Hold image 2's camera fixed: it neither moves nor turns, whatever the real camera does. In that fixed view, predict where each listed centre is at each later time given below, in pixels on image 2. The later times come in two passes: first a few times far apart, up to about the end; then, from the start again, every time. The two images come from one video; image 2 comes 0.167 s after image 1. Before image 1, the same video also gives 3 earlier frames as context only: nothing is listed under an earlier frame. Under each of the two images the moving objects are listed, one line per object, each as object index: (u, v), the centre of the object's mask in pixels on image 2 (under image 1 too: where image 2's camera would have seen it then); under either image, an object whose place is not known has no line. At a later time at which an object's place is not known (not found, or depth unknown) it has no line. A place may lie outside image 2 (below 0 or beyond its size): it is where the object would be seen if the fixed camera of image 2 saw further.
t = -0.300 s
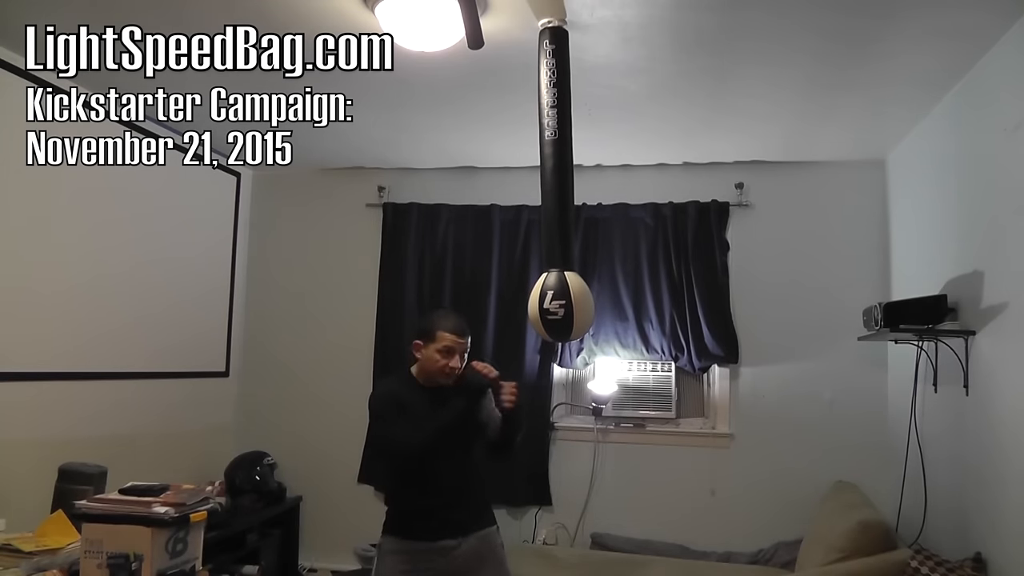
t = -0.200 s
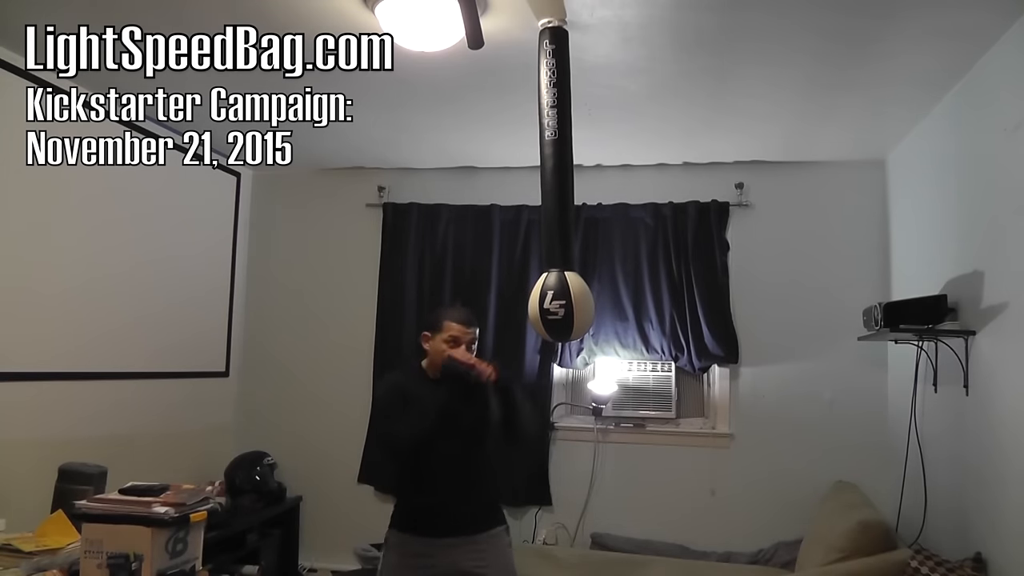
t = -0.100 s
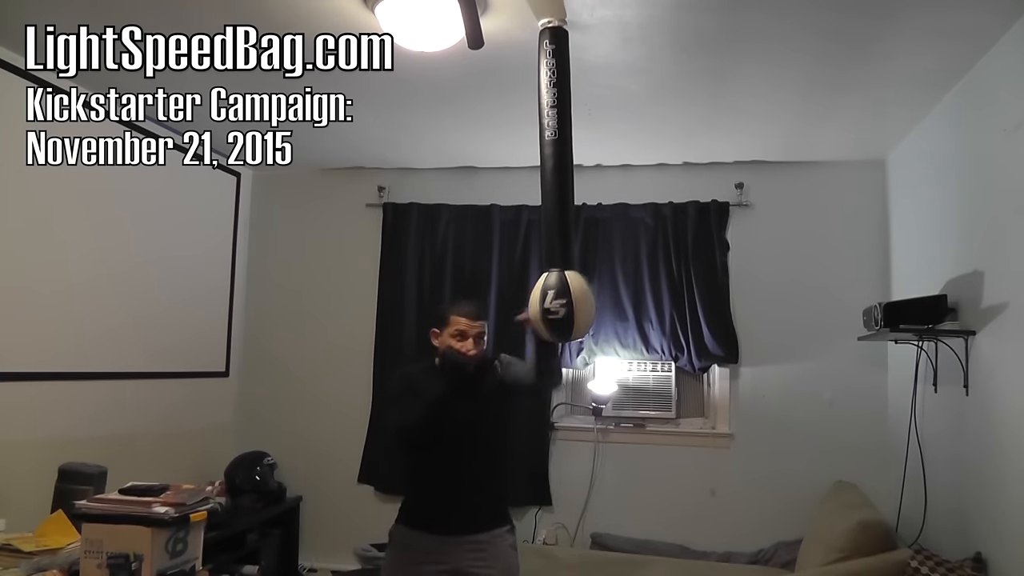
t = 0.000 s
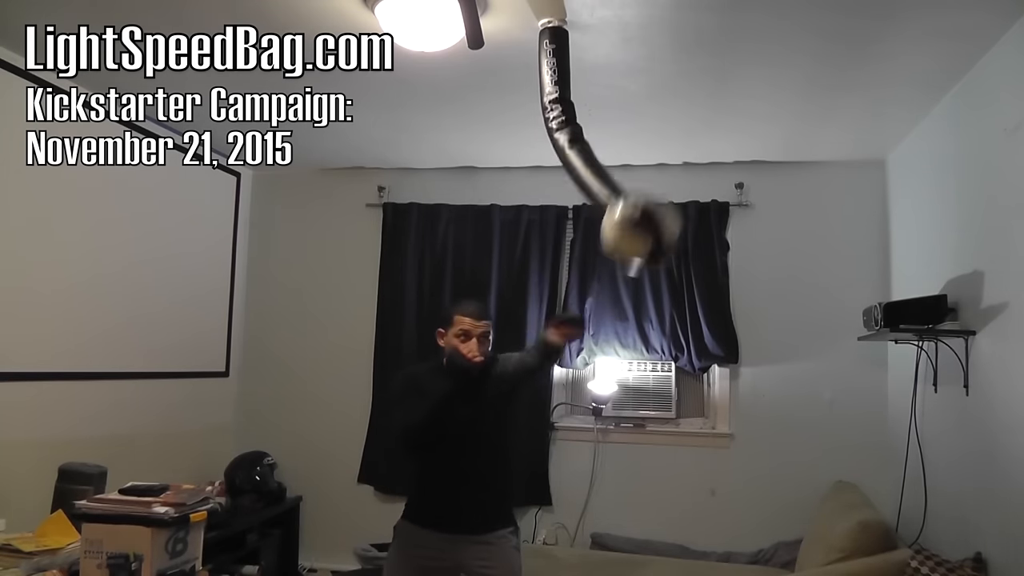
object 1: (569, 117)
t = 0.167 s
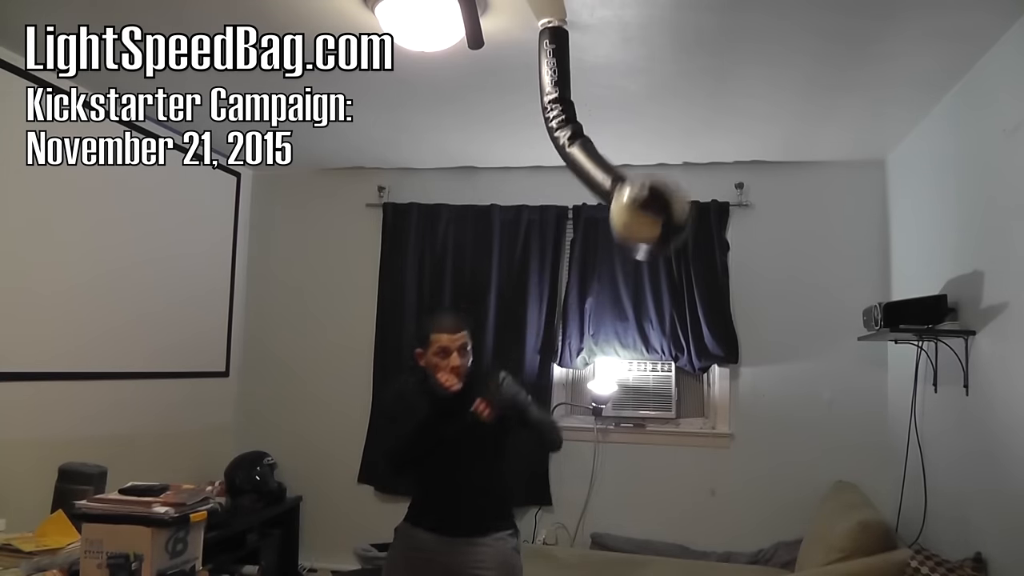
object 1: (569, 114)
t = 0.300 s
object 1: (558, 142)
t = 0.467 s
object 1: (544, 141)
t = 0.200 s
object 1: (568, 120)
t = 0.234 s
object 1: (566, 128)
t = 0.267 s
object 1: (563, 138)
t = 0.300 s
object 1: (558, 142)
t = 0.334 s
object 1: (553, 147)
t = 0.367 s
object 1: (549, 155)
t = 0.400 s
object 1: (546, 146)
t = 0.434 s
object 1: (544, 142)
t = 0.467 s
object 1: (544, 141)
